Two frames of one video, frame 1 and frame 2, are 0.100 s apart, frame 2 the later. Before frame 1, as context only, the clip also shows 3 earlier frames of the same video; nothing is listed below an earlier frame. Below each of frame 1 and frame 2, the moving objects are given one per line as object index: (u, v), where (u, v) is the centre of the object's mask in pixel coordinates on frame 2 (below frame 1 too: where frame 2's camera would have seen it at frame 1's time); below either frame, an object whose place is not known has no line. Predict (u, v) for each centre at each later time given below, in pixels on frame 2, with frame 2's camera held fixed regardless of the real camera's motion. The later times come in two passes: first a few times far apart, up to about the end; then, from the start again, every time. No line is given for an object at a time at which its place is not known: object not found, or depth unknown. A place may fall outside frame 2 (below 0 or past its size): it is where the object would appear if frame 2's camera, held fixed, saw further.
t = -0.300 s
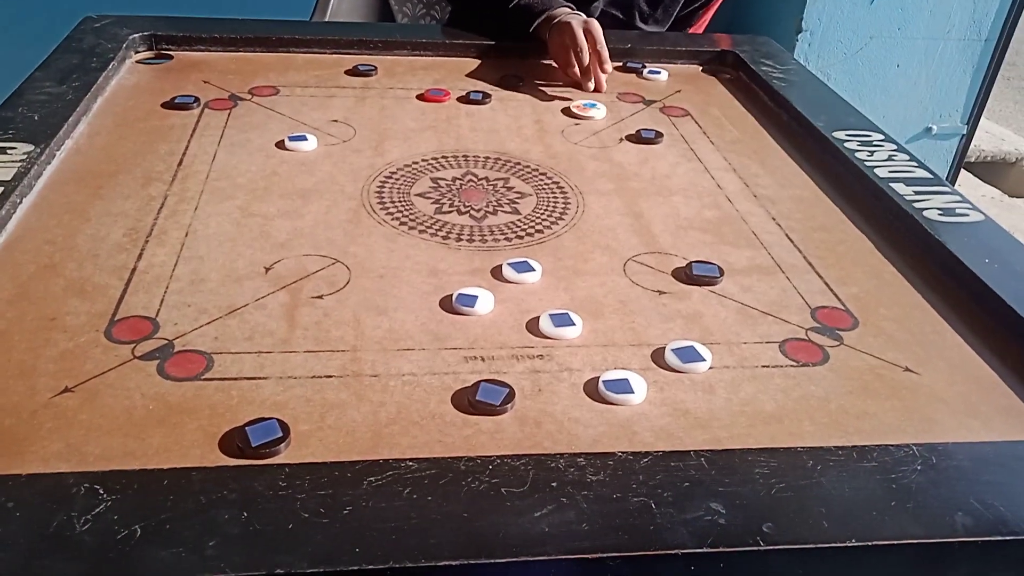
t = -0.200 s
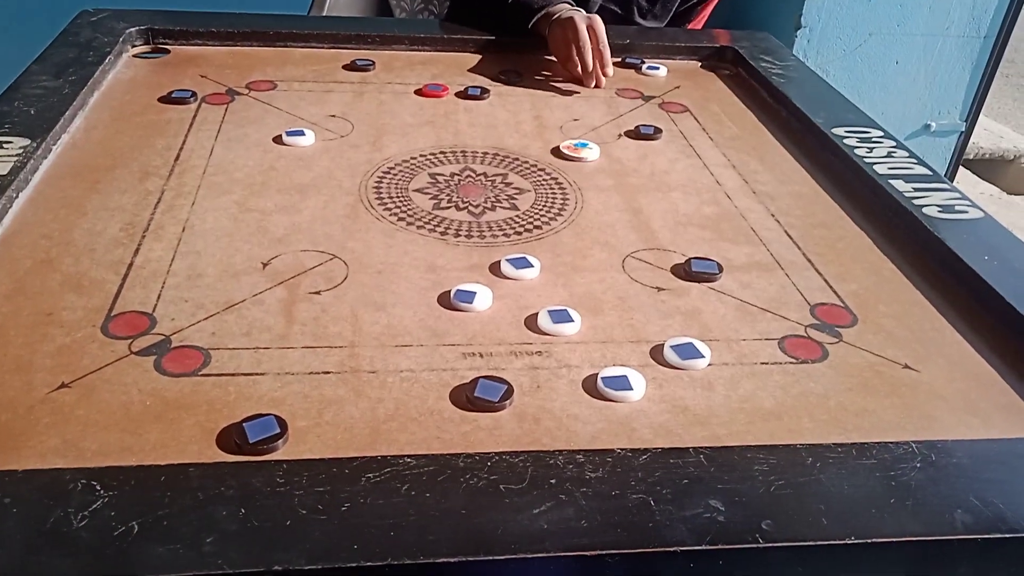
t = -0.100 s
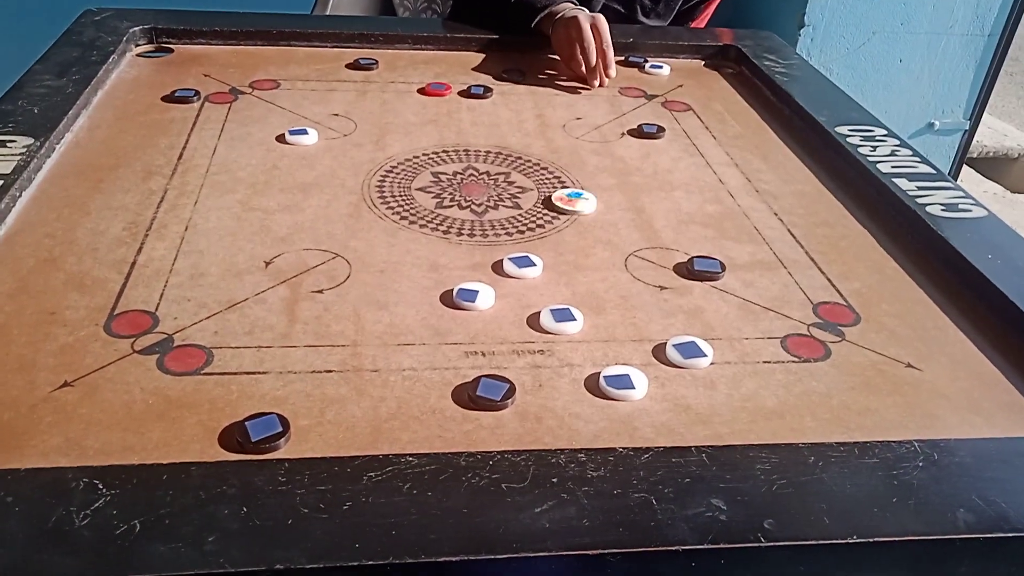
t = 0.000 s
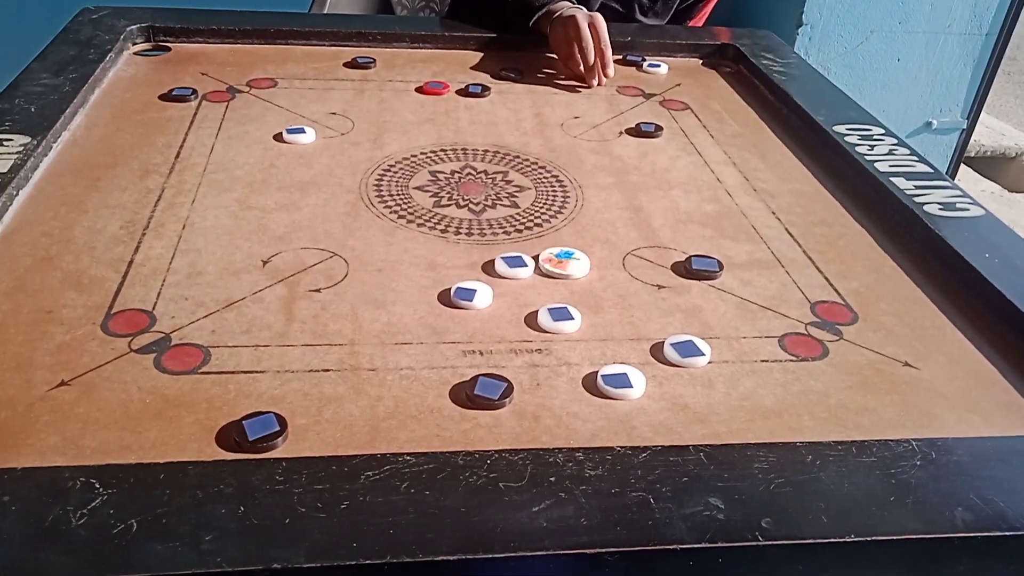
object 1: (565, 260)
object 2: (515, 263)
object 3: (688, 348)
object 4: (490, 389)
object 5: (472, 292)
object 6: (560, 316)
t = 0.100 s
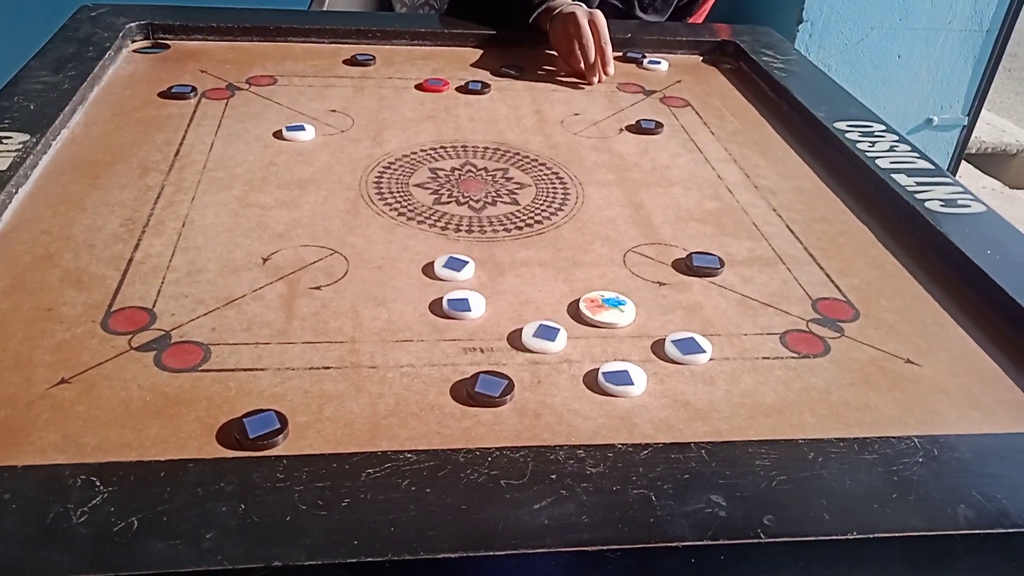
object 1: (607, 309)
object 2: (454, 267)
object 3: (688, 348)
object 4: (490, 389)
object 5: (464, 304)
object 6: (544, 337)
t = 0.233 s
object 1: (647, 338)
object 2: (395, 258)
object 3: (744, 375)
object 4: (449, 416)
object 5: (444, 333)
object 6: (530, 376)
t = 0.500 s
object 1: (663, 349)
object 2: (313, 239)
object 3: (906, 426)
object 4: (316, 433)
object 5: (411, 370)
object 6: (553, 384)
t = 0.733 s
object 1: (664, 348)
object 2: (277, 226)
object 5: (402, 374)
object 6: (556, 377)
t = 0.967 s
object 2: (275, 224)
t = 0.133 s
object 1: (625, 321)
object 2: (438, 265)
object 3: (688, 348)
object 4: (490, 389)
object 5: (459, 312)
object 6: (532, 353)
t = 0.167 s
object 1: (641, 331)
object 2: (423, 263)
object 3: (694, 351)
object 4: (486, 391)
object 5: (454, 319)
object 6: (522, 367)
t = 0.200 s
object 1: (644, 335)
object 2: (409, 261)
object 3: (719, 363)
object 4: (468, 403)
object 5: (448, 327)
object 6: (526, 372)
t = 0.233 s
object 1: (647, 338)
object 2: (395, 258)
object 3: (744, 375)
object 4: (449, 416)
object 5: (444, 333)
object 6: (530, 376)
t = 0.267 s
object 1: (650, 341)
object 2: (382, 255)
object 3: (768, 386)
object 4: (429, 428)
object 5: (439, 340)
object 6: (534, 378)
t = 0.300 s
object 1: (653, 344)
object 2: (370, 253)
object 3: (792, 397)
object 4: (410, 436)
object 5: (434, 346)
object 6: (537, 380)
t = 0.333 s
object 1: (655, 346)
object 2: (359, 250)
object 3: (816, 408)
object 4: (391, 442)
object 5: (430, 351)
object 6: (541, 382)
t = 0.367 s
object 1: (657, 347)
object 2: (348, 248)
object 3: (840, 419)
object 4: (374, 442)
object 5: (426, 356)
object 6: (544, 383)
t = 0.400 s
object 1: (659, 348)
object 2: (338, 246)
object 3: (862, 425)
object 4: (360, 439)
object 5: (422, 360)
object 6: (546, 384)
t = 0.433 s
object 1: (661, 348)
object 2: (329, 243)
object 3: (883, 429)
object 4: (344, 438)
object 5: (418, 364)
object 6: (549, 384)
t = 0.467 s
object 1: (662, 349)
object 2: (321, 241)
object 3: (895, 428)
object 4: (330, 436)
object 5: (414, 367)
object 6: (551, 384)
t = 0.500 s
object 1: (663, 349)
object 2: (313, 239)
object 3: (906, 426)
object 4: (316, 433)
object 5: (411, 370)
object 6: (553, 384)
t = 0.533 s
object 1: (664, 349)
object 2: (305, 237)
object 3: (917, 424)
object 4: (315, 428)
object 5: (408, 372)
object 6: (554, 383)
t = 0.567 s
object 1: (664, 349)
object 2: (299, 234)
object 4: (315, 424)
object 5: (406, 374)
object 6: (555, 382)
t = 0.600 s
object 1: (664, 349)
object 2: (293, 232)
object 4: (315, 420)
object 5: (404, 375)
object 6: (555, 381)
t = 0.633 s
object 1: (664, 348)
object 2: (288, 230)
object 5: (402, 375)
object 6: (556, 380)
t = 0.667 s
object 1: (664, 348)
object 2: (283, 228)
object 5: (402, 375)
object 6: (556, 379)
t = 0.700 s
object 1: (664, 348)
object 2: (279, 227)
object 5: (402, 375)
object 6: (556, 377)
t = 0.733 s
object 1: (664, 348)
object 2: (277, 226)
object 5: (402, 374)
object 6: (556, 377)
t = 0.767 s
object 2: (276, 225)
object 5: (401, 374)
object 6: (556, 376)
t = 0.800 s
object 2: (275, 224)
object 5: (401, 374)
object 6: (556, 376)
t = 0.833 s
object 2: (275, 224)
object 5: (401, 374)
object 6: (556, 375)
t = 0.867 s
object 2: (275, 224)
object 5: (401, 374)
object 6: (557, 375)
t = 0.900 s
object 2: (275, 224)
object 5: (401, 374)
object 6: (557, 375)
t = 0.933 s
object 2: (275, 224)
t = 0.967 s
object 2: (275, 224)
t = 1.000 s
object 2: (275, 224)
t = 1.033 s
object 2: (275, 224)
